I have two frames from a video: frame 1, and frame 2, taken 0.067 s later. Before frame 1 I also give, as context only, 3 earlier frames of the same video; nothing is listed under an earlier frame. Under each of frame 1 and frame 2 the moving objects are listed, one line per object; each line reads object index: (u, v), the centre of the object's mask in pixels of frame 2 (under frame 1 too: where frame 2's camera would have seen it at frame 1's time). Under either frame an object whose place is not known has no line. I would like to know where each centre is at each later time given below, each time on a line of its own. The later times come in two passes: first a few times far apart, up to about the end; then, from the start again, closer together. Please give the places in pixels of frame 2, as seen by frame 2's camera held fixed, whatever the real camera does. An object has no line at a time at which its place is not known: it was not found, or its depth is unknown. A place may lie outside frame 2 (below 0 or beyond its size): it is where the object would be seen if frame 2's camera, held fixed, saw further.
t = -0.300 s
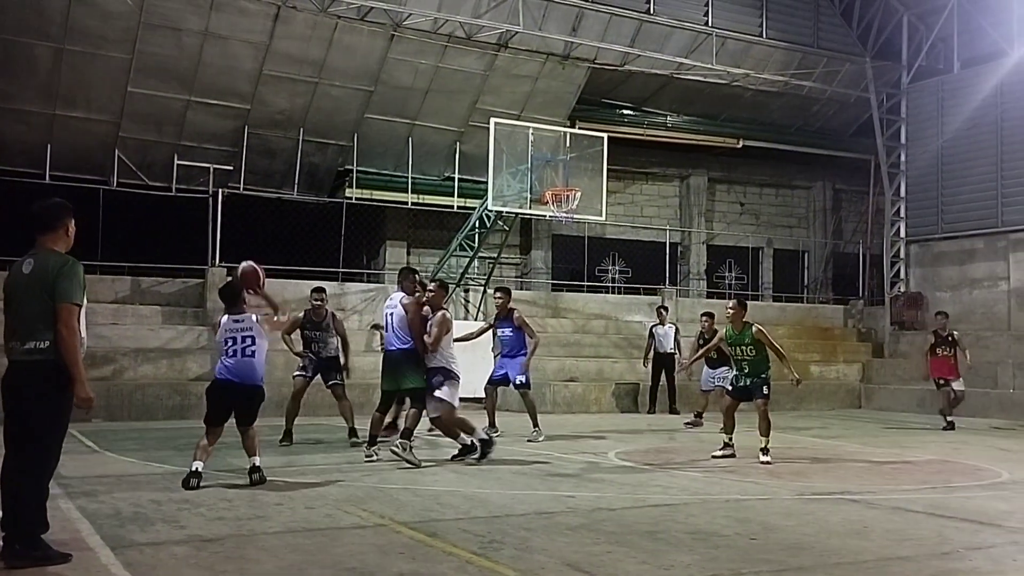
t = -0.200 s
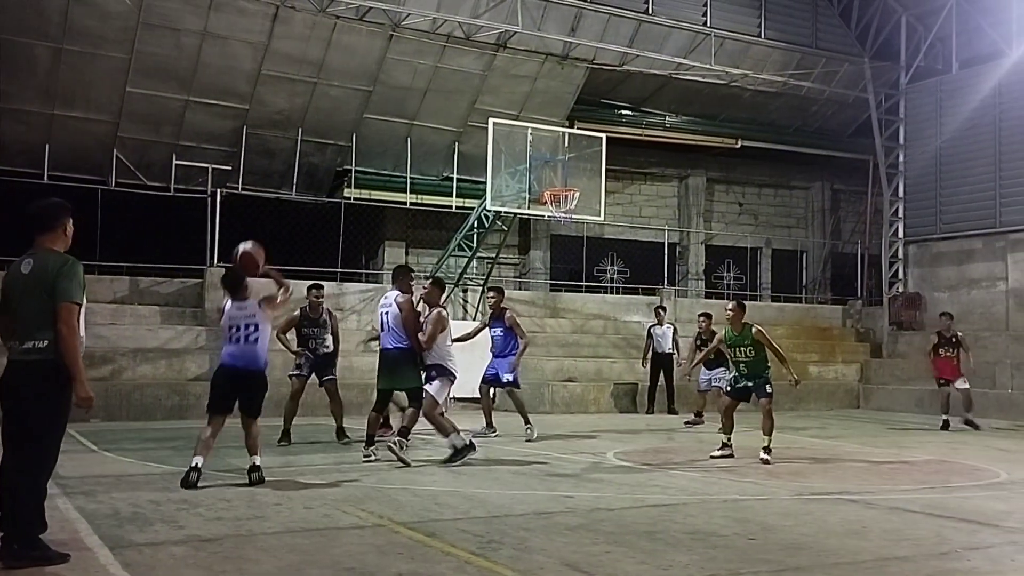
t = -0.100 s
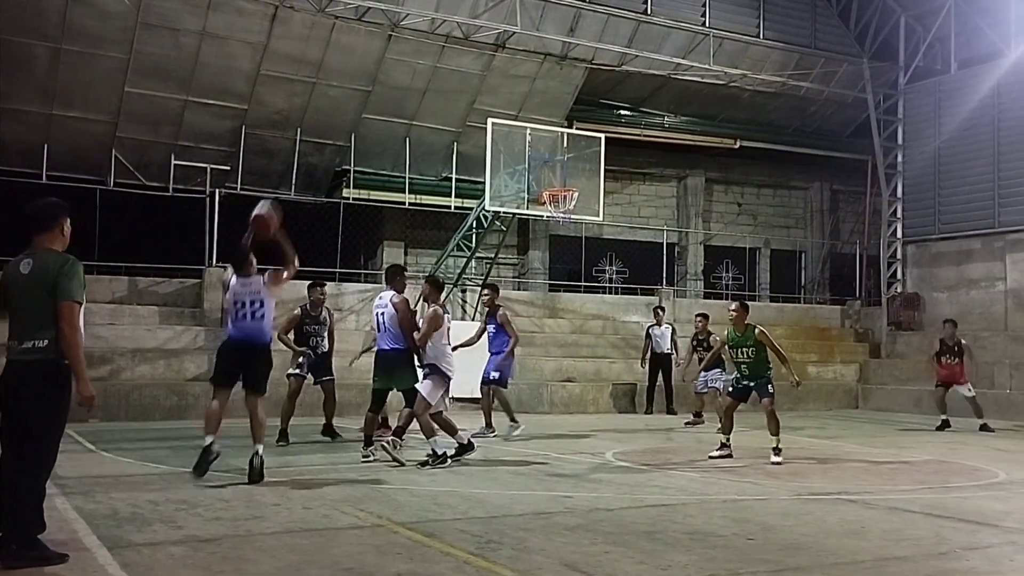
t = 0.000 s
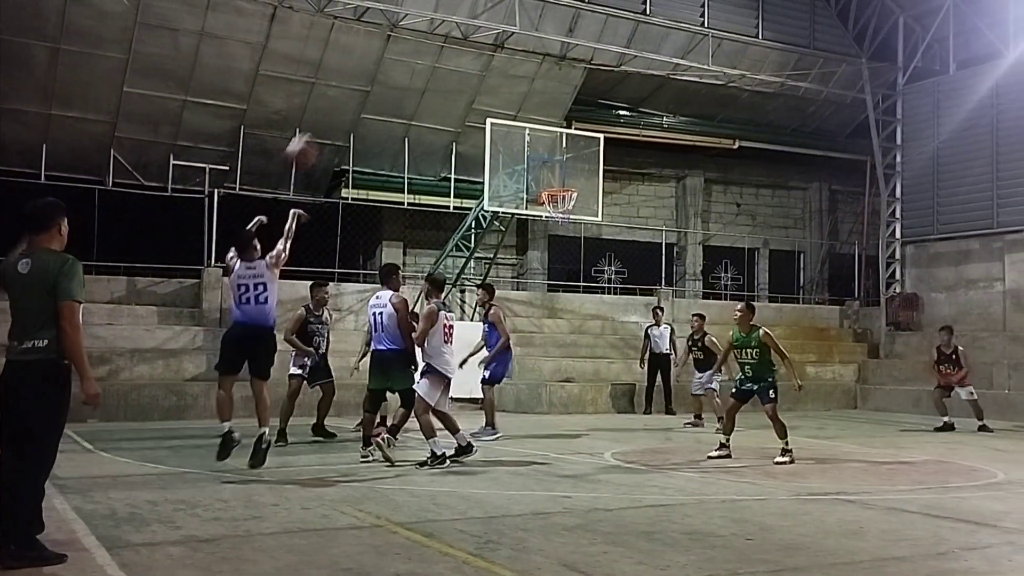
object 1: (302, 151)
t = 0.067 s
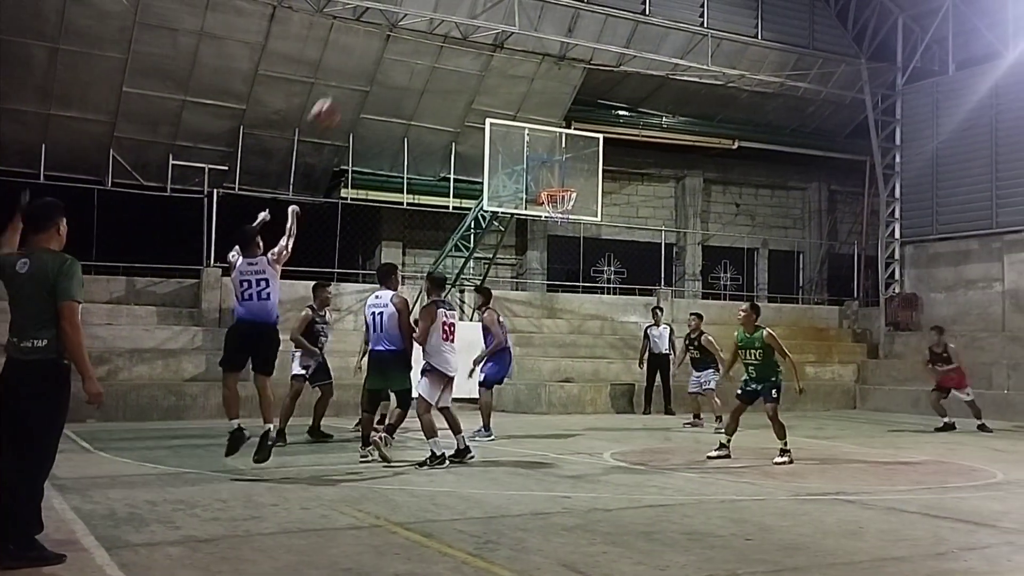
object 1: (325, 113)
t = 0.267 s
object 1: (387, 42)
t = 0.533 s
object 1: (453, 20)
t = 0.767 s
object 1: (499, 52)
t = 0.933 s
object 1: (526, 96)
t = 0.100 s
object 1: (336, 96)
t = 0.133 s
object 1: (347, 83)
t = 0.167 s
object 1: (358, 71)
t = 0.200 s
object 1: (367, 59)
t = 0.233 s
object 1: (377, 50)
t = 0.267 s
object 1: (387, 42)
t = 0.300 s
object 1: (396, 35)
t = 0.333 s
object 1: (405, 29)
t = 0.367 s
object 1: (414, 25)
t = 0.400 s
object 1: (422, 22)
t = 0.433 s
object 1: (431, 20)
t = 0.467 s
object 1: (438, 20)
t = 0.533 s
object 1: (453, 20)
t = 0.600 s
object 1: (467, 25)
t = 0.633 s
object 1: (473, 29)
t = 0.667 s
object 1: (480, 33)
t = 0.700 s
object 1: (487, 39)
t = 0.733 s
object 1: (493, 45)
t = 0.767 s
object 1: (499, 52)
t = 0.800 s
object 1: (504, 59)
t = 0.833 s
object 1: (509, 67)
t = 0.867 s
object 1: (515, 76)
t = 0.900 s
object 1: (521, 86)
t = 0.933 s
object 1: (526, 96)
